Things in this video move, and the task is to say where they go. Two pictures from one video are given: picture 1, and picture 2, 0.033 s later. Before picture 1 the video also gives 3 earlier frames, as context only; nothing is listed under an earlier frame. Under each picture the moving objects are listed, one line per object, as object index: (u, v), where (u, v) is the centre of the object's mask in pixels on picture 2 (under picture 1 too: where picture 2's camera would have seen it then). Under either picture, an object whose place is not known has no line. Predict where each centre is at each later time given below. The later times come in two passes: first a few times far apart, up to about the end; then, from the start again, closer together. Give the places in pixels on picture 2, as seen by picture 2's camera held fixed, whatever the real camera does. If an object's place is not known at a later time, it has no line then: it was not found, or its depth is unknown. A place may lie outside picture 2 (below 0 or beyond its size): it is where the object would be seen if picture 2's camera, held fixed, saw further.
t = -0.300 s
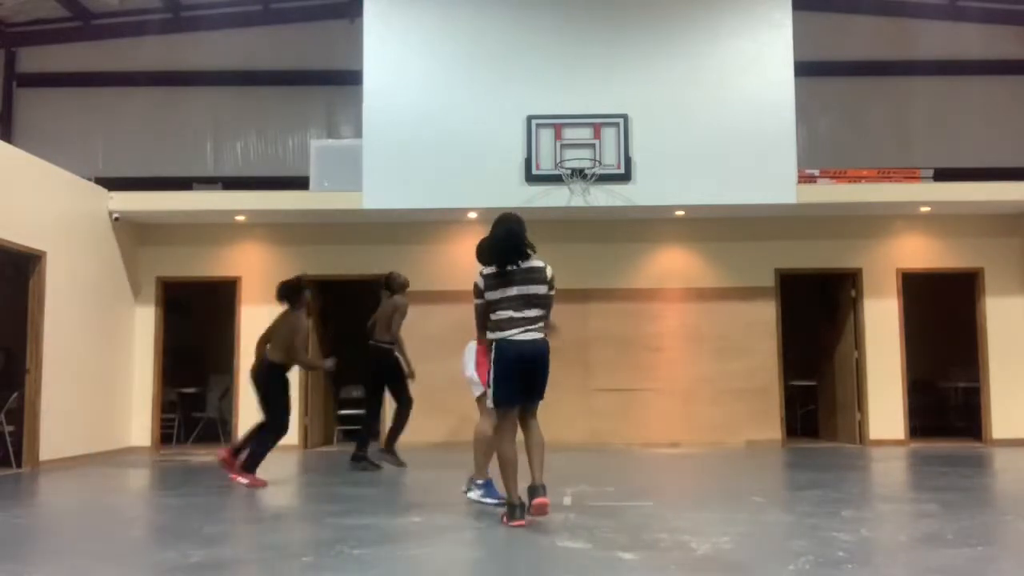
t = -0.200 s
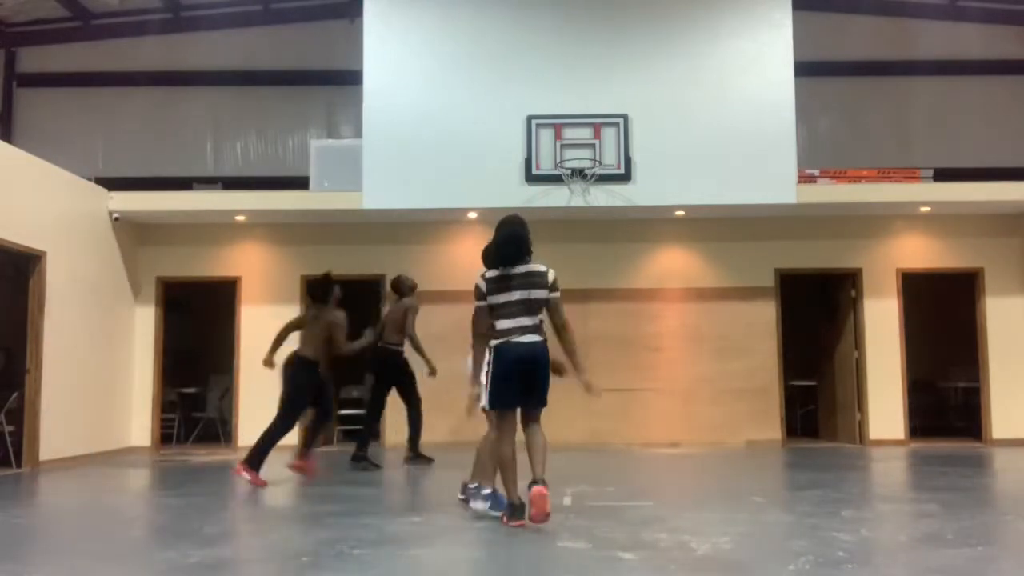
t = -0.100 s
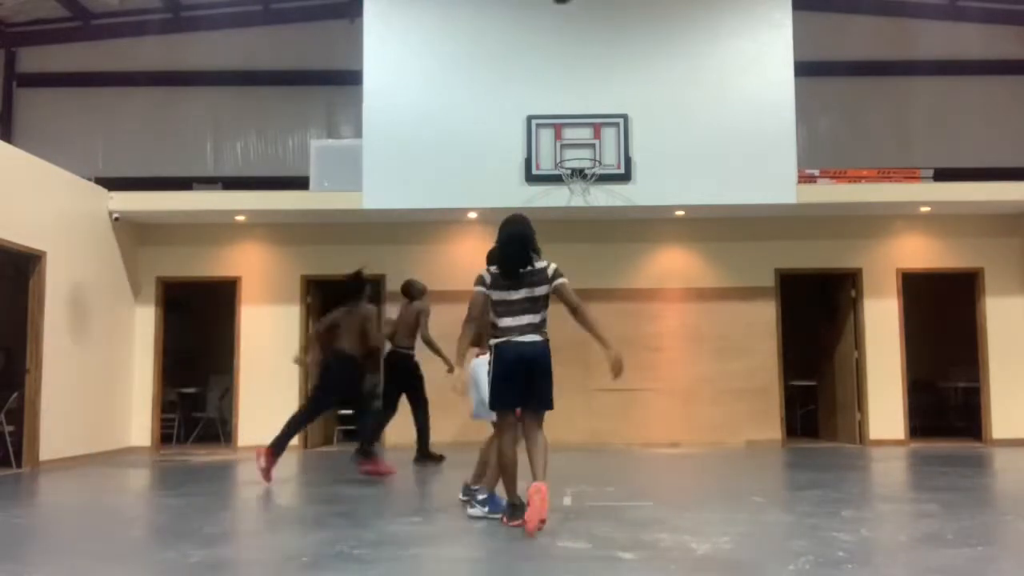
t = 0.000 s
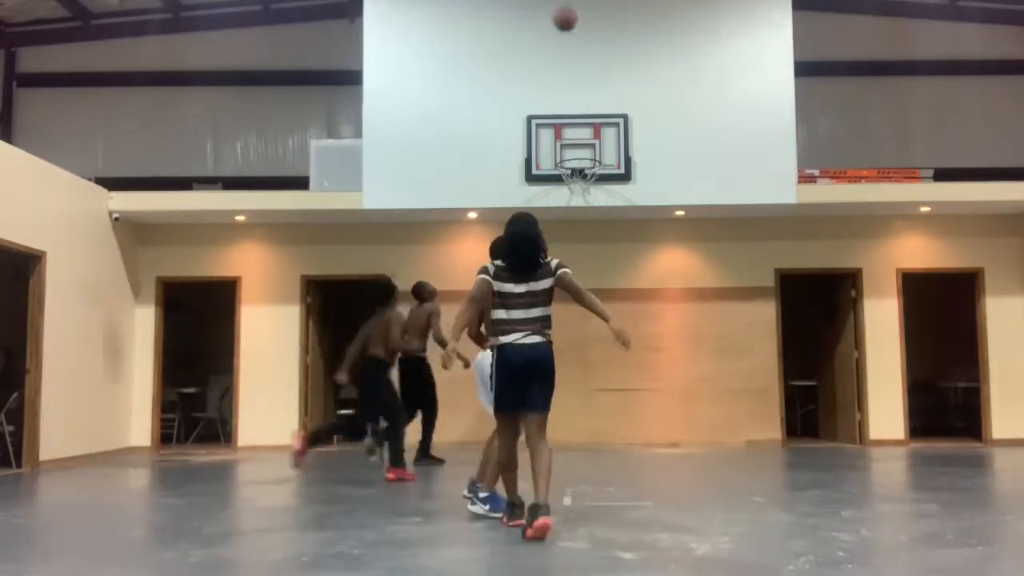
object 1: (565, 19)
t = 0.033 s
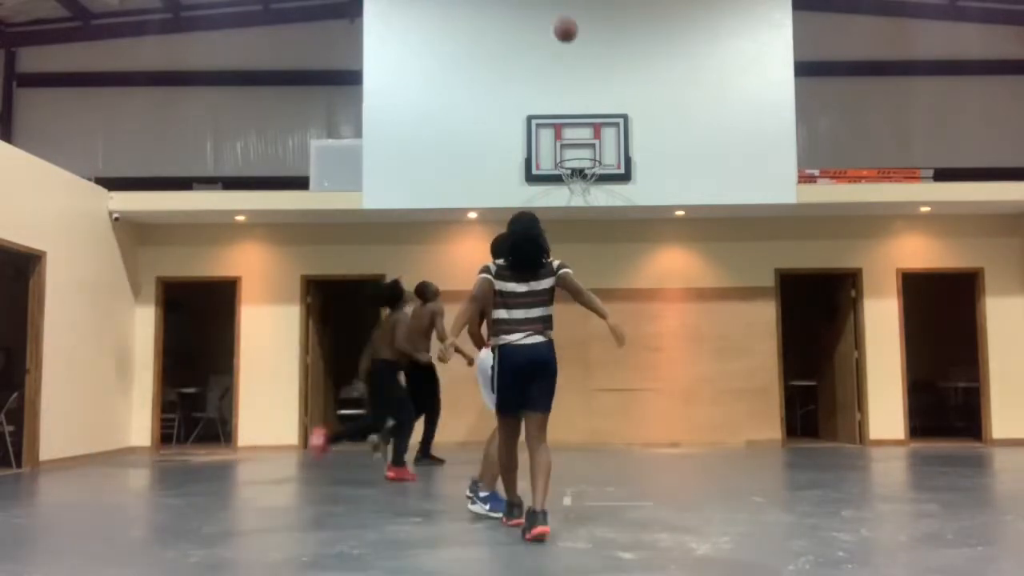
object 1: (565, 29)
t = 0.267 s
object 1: (572, 126)
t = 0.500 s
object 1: (577, 151)
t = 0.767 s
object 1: (582, 165)
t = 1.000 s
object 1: (582, 188)
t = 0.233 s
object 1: (571, 110)
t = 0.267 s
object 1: (572, 126)
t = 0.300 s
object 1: (573, 142)
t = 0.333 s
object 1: (573, 149)
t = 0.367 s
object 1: (574, 148)
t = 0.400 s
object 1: (575, 147)
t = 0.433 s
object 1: (576, 147)
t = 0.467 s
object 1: (576, 148)
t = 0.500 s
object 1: (577, 151)
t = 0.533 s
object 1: (578, 154)
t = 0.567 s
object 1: (578, 156)
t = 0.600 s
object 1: (578, 157)
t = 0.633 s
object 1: (579, 157)
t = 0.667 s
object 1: (580, 157)
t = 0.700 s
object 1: (581, 159)
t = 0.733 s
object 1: (582, 162)
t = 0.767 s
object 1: (582, 165)
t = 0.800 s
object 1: (583, 170)
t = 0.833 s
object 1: (583, 173)
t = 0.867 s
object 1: (584, 179)
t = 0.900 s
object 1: (585, 184)
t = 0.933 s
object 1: (585, 186)
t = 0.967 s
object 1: (584, 187)
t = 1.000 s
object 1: (582, 188)
